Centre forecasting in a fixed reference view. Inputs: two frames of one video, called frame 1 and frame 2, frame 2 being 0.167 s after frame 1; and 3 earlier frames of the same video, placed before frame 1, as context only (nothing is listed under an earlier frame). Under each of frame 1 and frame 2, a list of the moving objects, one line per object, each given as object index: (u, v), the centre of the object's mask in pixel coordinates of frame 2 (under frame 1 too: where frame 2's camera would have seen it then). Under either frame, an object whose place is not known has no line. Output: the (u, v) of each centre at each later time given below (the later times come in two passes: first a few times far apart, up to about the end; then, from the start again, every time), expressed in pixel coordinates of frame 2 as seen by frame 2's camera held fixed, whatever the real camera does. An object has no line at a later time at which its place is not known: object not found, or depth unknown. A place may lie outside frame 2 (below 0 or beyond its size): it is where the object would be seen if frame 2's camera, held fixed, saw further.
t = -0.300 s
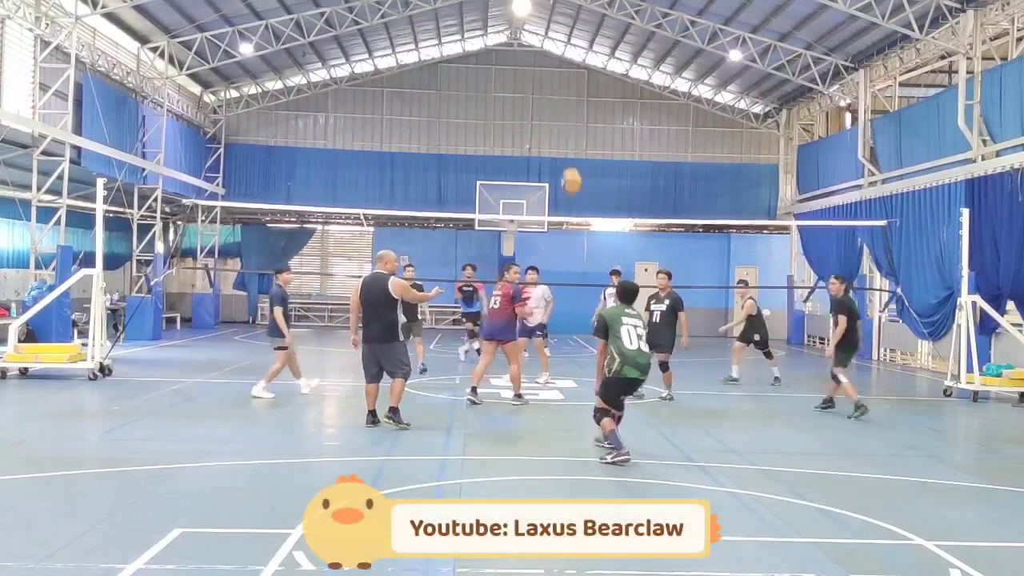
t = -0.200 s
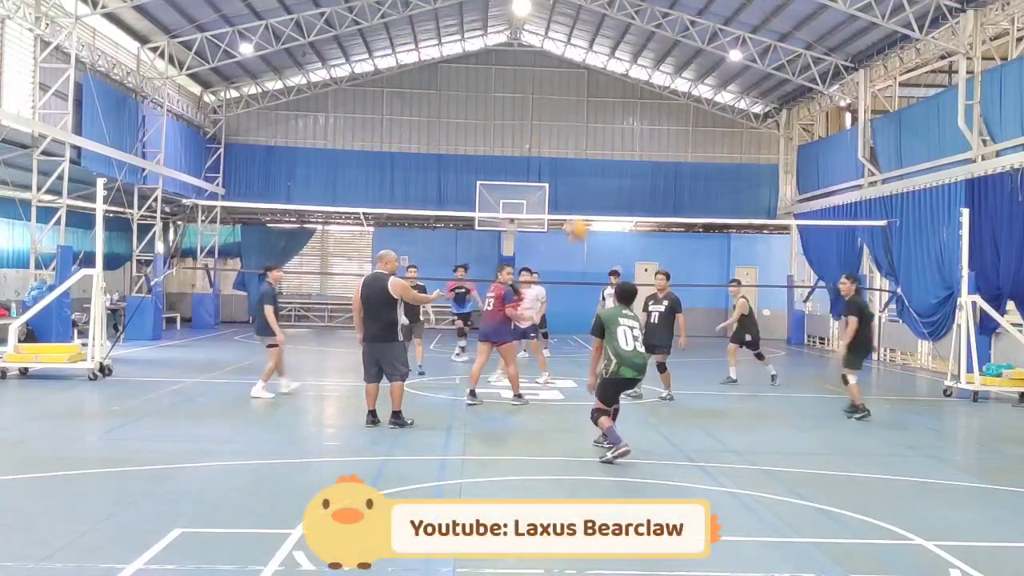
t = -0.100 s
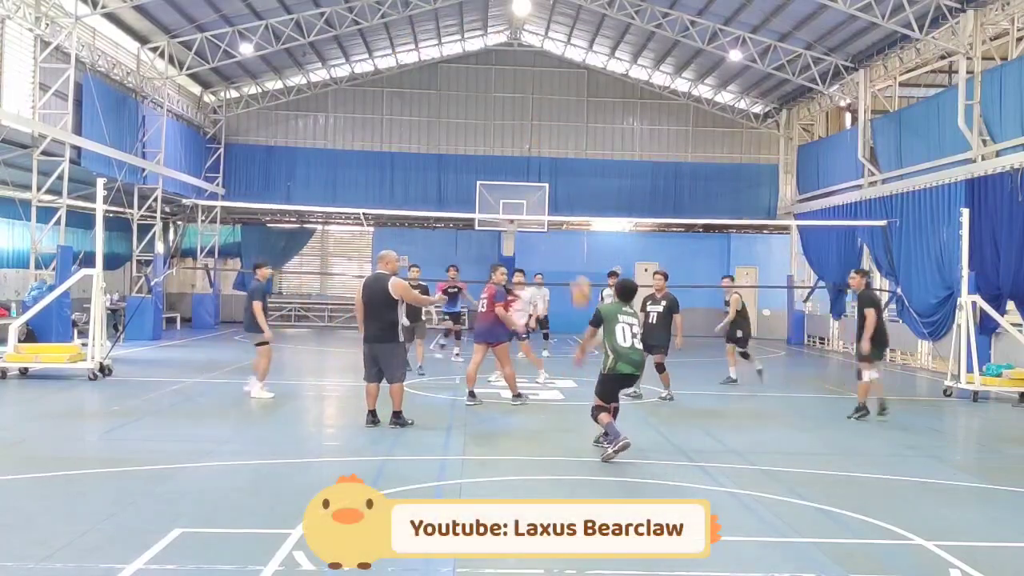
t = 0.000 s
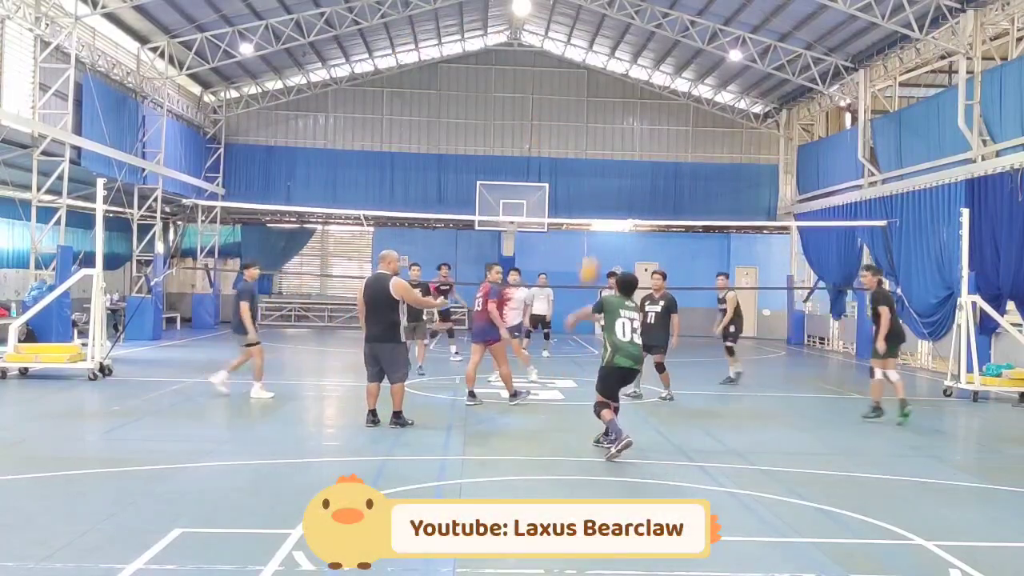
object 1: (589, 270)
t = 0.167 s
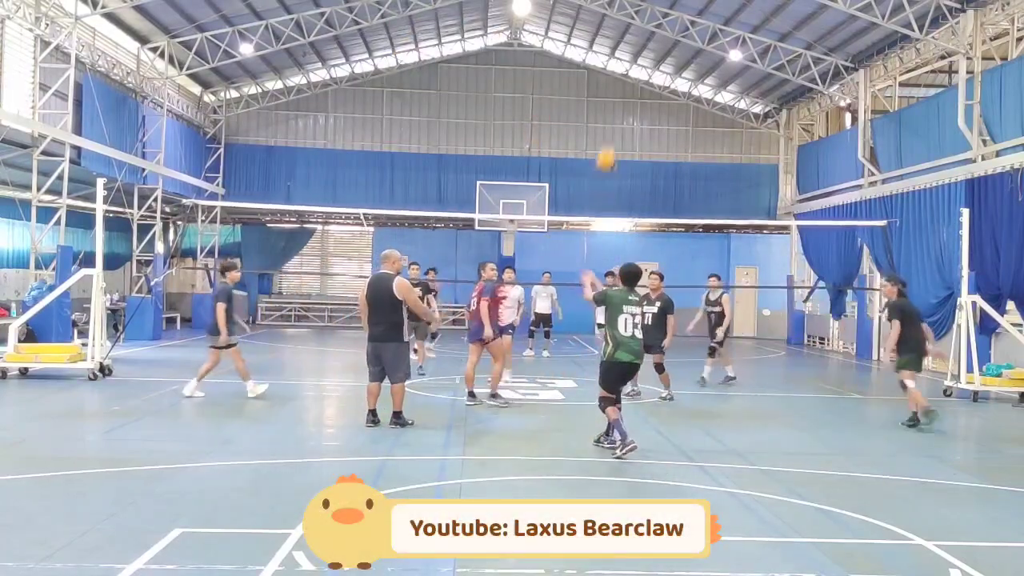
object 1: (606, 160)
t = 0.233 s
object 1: (613, 124)
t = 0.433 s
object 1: (631, 55)
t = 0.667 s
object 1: (647, 29)
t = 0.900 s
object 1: (660, 52)
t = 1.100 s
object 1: (669, 105)
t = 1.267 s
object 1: (674, 172)
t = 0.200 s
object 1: (610, 141)
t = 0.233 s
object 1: (613, 124)
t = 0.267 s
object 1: (616, 111)
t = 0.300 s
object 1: (619, 96)
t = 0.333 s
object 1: (622, 85)
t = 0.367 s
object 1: (624, 76)
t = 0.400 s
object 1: (629, 64)
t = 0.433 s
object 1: (631, 55)
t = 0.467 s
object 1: (633, 49)
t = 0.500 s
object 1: (636, 42)
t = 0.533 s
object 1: (638, 39)
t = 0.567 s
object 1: (641, 34)
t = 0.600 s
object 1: (643, 30)
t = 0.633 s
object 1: (645, 30)
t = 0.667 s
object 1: (647, 29)
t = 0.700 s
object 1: (649, 29)
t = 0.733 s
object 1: (650, 31)
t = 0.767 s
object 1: (652, 33)
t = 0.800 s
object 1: (655, 36)
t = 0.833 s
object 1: (657, 40)
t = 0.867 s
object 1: (659, 45)
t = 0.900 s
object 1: (660, 52)
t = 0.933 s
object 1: (662, 58)
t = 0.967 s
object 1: (664, 66)
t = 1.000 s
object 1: (665, 74)
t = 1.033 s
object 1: (667, 85)
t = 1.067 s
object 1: (668, 95)
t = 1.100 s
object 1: (669, 105)
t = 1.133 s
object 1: (670, 117)
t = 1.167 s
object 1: (671, 129)
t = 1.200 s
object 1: (672, 143)
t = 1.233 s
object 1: (672, 157)
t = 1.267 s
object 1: (674, 172)
